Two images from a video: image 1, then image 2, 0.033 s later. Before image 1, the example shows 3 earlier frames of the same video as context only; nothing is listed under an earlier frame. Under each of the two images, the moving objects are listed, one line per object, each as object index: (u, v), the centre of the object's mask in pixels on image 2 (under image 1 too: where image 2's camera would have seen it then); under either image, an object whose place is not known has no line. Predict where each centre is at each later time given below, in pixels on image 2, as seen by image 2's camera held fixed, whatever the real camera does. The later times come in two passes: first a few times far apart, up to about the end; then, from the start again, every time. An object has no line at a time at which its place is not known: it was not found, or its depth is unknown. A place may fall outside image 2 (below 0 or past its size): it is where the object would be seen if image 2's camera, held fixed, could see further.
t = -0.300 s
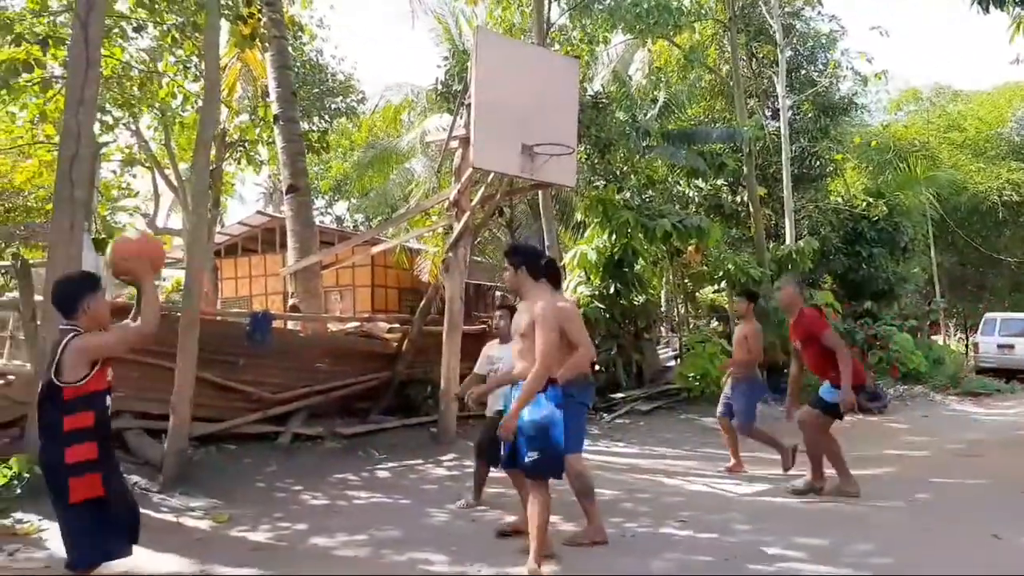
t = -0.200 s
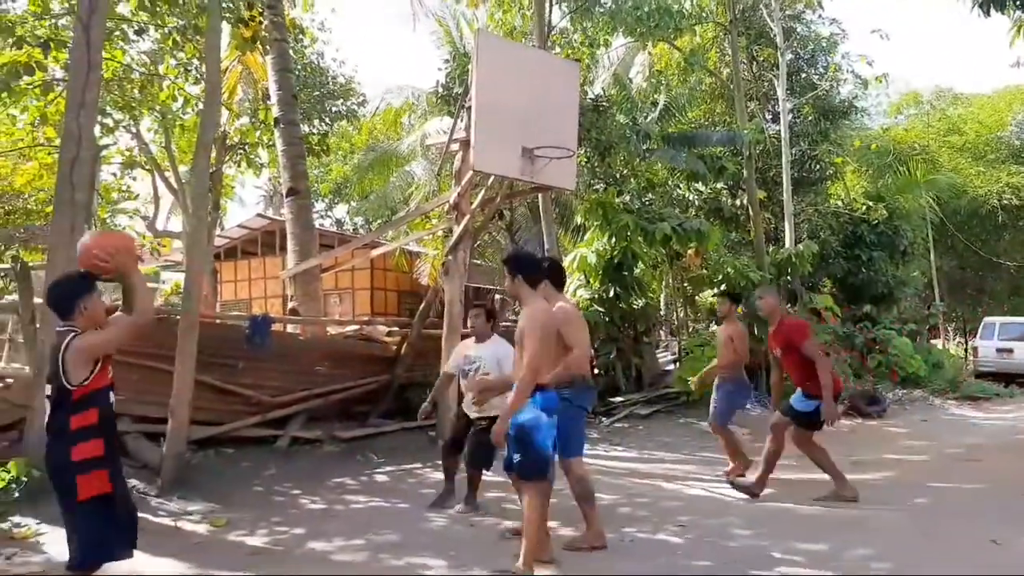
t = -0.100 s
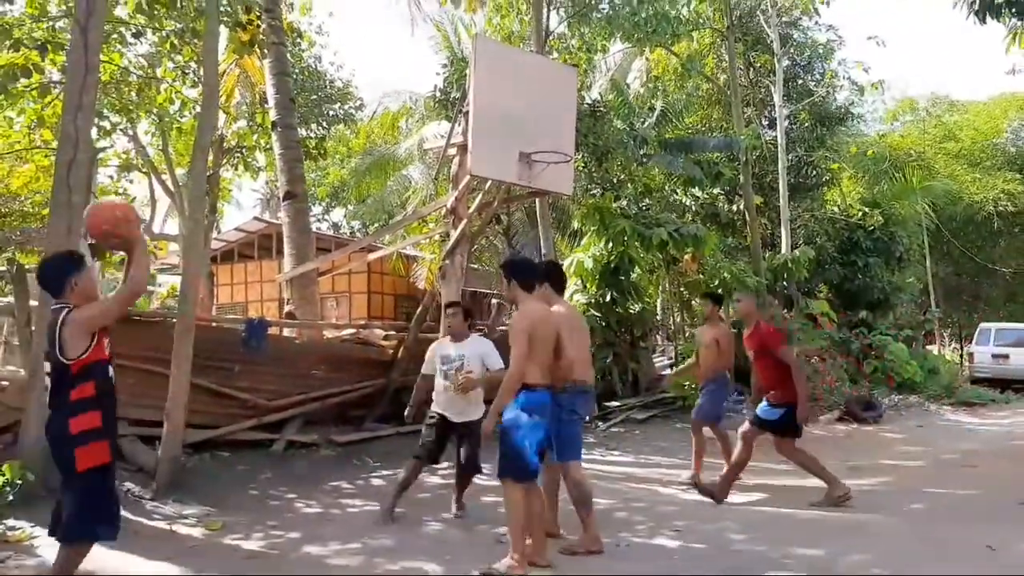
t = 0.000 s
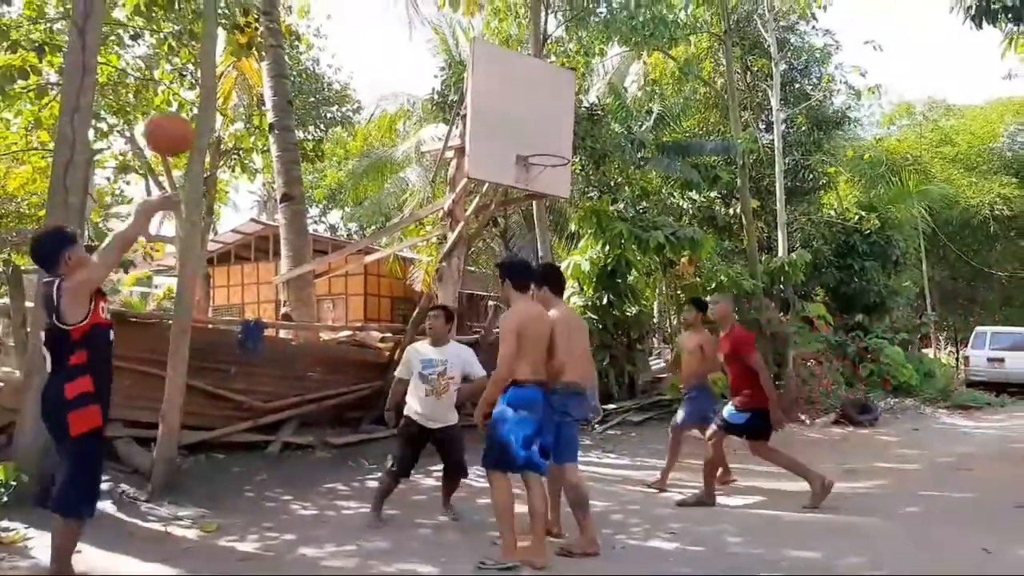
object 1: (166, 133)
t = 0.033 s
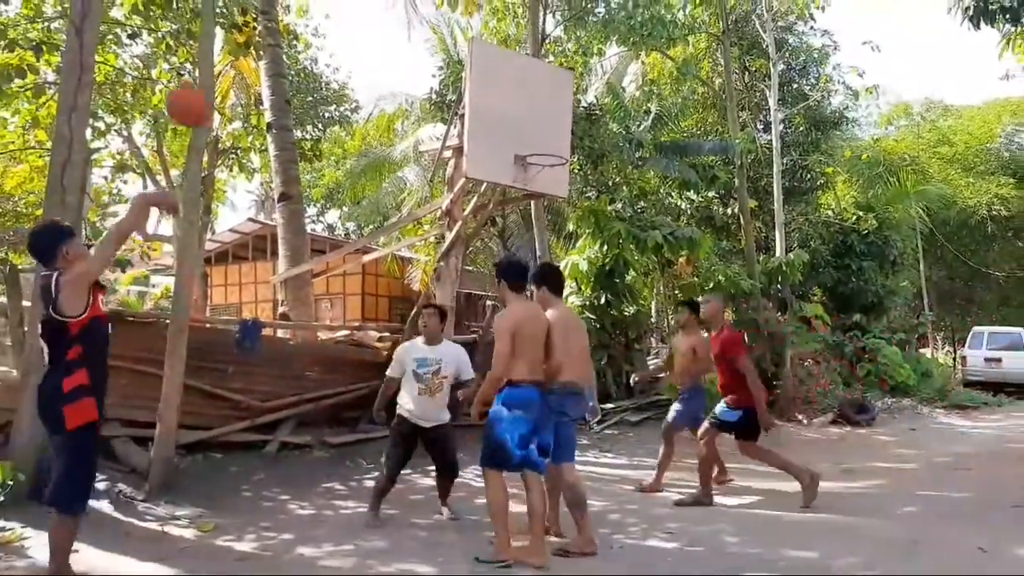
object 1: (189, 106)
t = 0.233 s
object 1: (304, 7)
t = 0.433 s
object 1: (394, -5)
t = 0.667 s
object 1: (474, 25)
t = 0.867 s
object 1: (532, 106)
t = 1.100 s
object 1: (586, 105)
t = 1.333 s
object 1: (643, 85)
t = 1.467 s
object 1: (680, 101)
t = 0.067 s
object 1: (211, 80)
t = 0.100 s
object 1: (232, 59)
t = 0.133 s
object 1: (251, 42)
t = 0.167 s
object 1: (270, 27)
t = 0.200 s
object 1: (287, 14)
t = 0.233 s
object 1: (304, 7)
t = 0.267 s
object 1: (322, 3)
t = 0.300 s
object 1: (339, 0)
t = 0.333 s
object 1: (353, -3)
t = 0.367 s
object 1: (368, -4)
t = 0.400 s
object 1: (382, -5)
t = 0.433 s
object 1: (394, -5)
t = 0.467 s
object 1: (407, -5)
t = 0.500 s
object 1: (419, -4)
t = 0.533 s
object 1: (431, -2)
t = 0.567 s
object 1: (442, 0)
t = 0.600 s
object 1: (453, 5)
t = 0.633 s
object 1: (464, 14)
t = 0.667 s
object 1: (474, 25)
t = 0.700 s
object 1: (485, 36)
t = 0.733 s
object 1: (495, 48)
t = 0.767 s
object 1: (504, 61)
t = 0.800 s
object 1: (514, 75)
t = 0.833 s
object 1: (523, 91)
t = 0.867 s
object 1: (532, 106)
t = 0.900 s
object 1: (541, 124)
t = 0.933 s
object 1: (549, 141)
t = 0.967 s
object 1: (555, 142)
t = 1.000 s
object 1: (564, 131)
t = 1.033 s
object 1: (569, 121)
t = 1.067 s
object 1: (578, 114)
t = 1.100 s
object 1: (586, 105)
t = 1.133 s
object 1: (593, 99)
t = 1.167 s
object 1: (601, 94)
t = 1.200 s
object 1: (609, 89)
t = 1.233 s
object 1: (617, 86)
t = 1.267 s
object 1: (624, 84)
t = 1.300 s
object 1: (634, 84)
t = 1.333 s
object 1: (643, 85)
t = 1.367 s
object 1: (651, 86)
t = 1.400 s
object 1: (661, 90)
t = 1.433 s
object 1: (672, 96)
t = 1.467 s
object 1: (680, 101)
